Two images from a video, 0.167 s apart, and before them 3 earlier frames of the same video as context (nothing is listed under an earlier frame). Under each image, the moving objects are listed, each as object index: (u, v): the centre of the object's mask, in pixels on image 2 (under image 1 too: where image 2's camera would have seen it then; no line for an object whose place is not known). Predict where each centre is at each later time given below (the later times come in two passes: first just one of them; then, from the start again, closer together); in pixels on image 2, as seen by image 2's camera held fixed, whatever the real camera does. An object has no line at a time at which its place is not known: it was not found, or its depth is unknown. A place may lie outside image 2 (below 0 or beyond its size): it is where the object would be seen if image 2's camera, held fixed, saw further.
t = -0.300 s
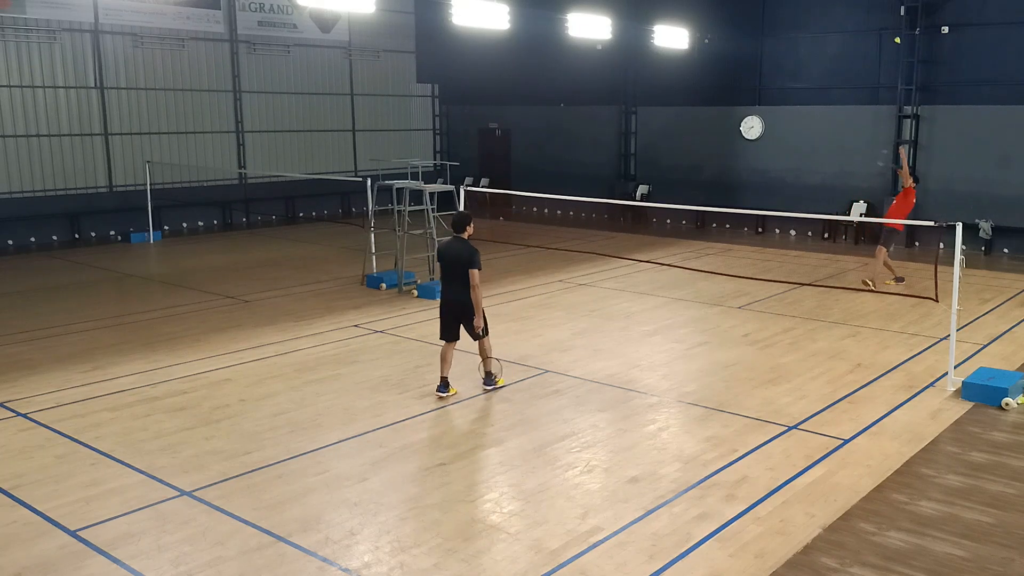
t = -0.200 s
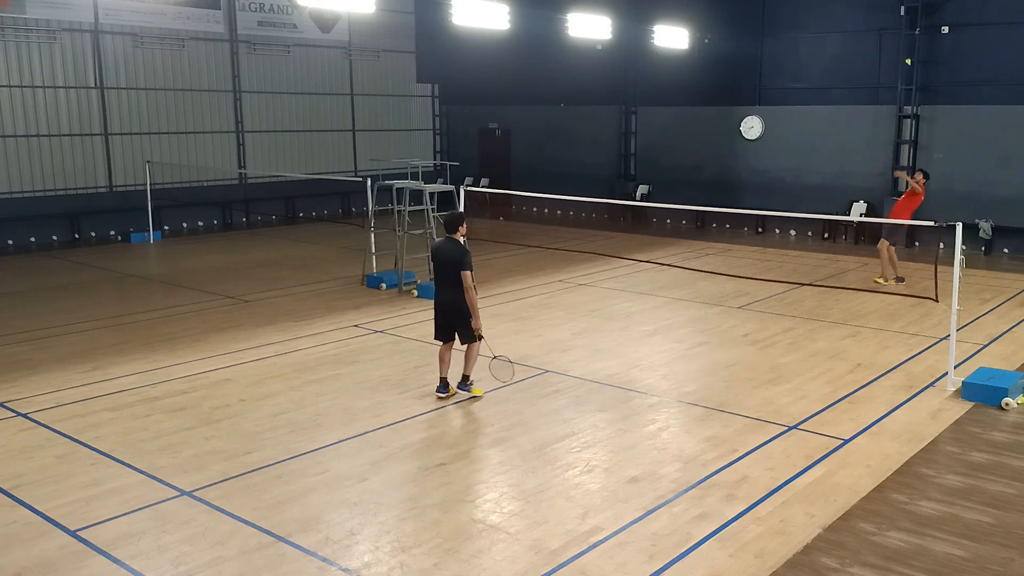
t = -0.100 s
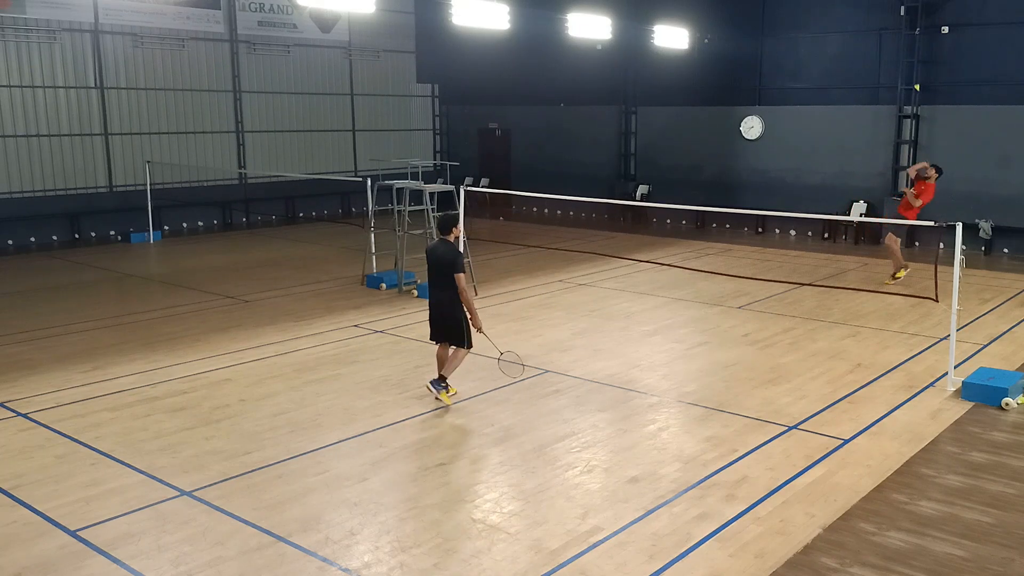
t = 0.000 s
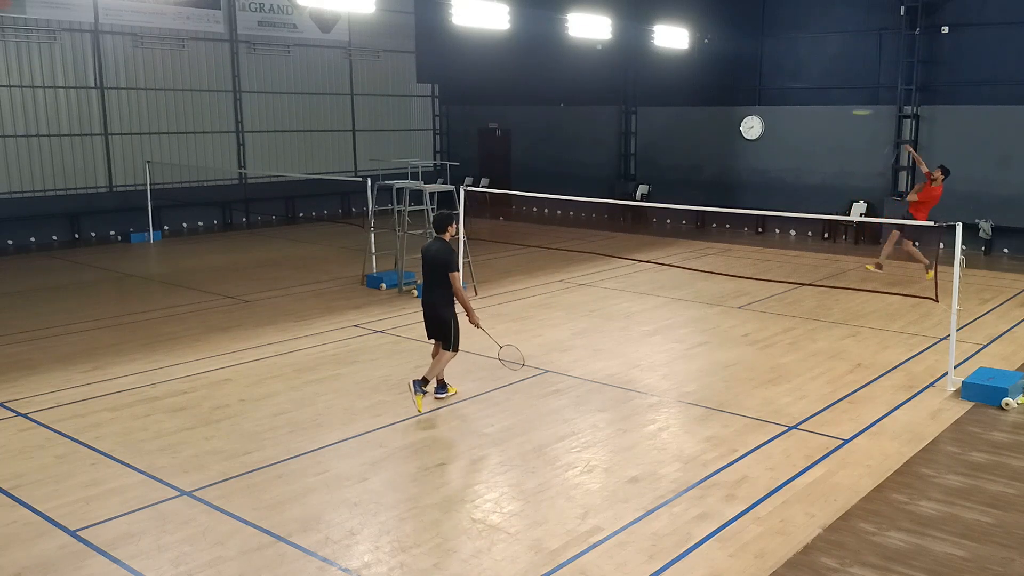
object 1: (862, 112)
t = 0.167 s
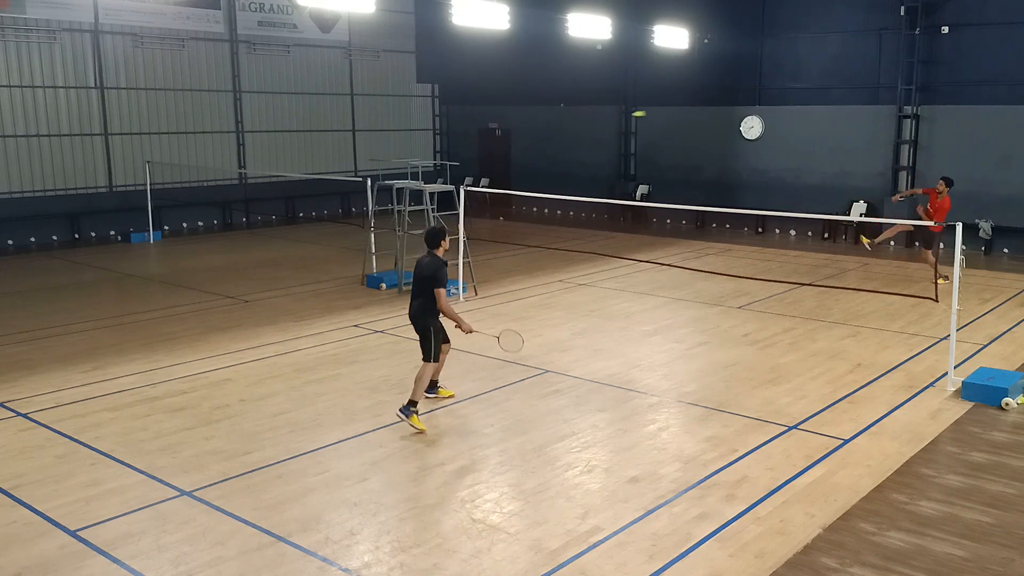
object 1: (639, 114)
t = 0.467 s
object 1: (406, 165)
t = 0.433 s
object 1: (427, 157)
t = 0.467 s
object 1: (406, 165)
